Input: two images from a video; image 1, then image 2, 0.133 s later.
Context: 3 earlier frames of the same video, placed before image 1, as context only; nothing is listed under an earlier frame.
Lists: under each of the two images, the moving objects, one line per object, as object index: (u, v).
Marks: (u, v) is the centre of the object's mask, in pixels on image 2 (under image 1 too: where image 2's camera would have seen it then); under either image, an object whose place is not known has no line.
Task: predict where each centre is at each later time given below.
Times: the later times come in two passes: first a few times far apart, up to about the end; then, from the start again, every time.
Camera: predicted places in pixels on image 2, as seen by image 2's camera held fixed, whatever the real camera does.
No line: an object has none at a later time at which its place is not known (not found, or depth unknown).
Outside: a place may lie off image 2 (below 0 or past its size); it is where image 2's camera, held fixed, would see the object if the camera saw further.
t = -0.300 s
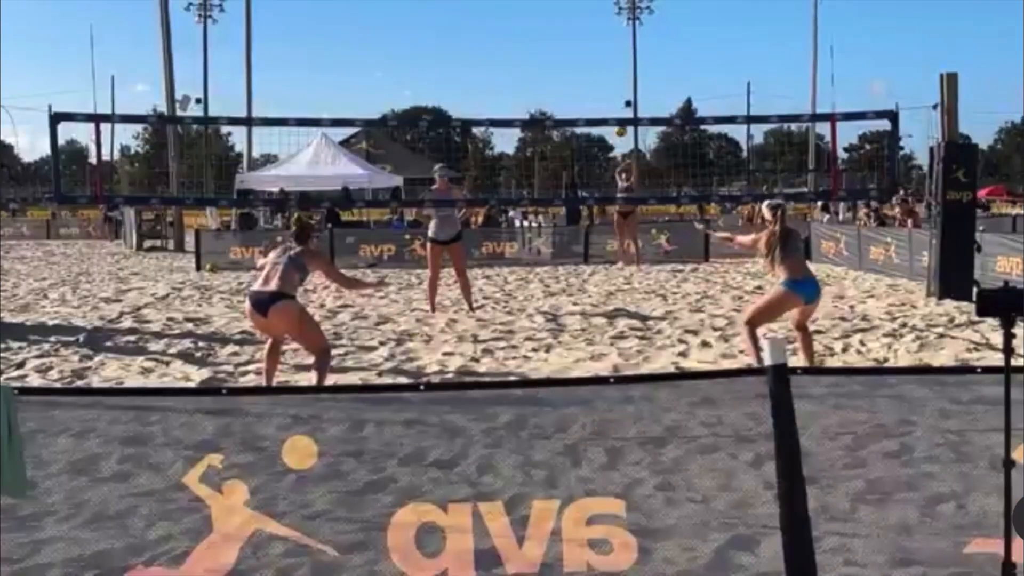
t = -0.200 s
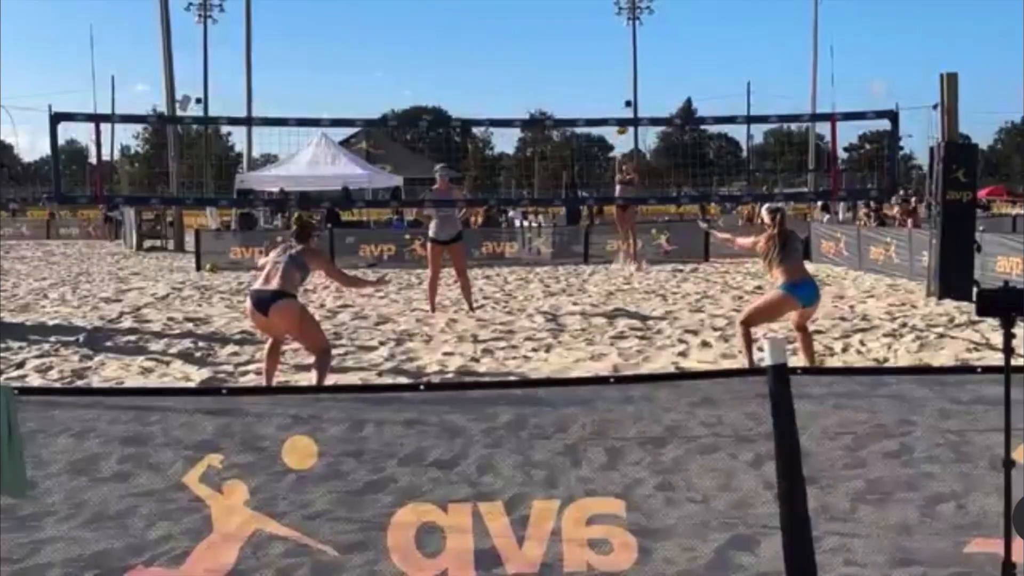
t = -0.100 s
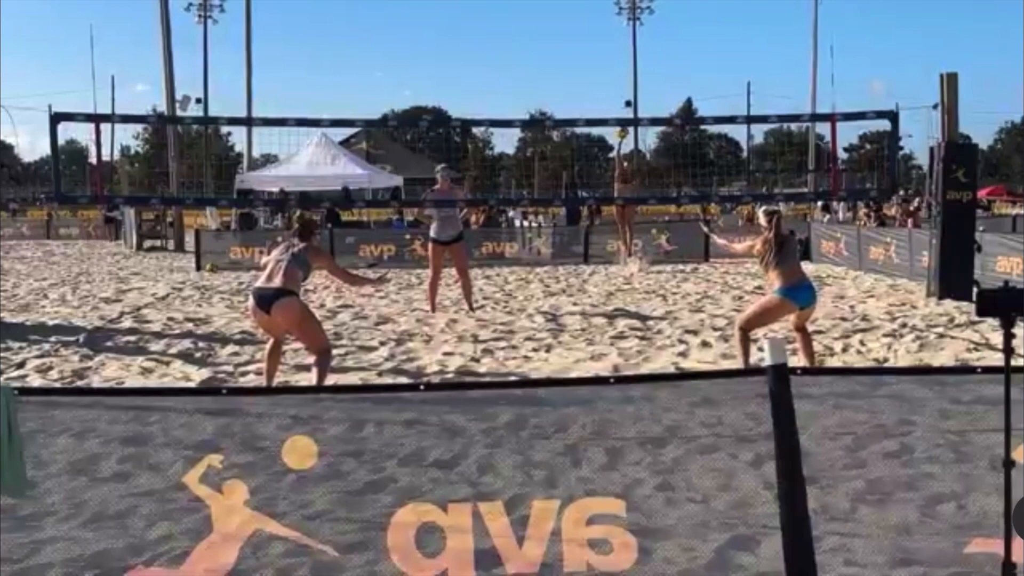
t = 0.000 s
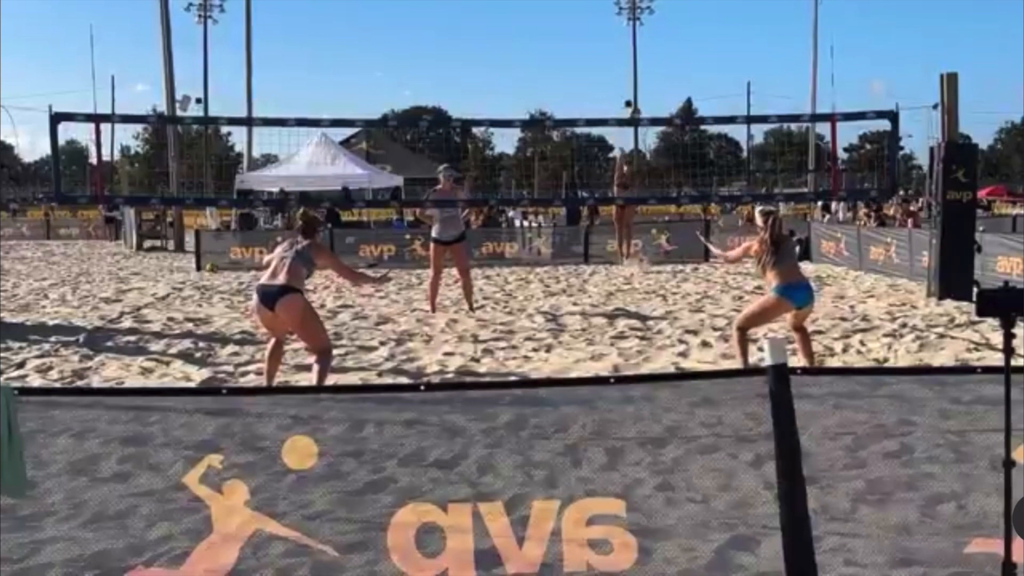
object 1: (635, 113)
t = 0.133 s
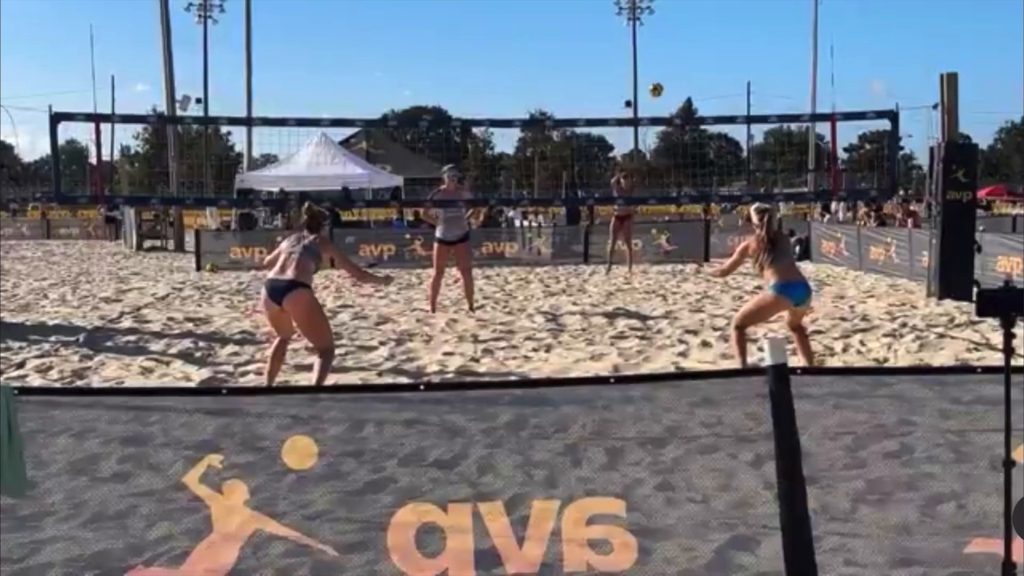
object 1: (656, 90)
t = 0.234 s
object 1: (676, 77)
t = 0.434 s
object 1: (728, 73)
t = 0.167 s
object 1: (662, 85)
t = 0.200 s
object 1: (669, 81)
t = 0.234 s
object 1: (676, 77)
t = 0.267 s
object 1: (684, 74)
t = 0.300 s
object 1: (691, 71)
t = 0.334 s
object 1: (699, 70)
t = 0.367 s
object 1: (709, 70)
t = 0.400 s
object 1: (719, 71)
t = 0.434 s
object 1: (728, 73)
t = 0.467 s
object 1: (740, 76)
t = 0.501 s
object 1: (751, 80)
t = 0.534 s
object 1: (763, 86)
